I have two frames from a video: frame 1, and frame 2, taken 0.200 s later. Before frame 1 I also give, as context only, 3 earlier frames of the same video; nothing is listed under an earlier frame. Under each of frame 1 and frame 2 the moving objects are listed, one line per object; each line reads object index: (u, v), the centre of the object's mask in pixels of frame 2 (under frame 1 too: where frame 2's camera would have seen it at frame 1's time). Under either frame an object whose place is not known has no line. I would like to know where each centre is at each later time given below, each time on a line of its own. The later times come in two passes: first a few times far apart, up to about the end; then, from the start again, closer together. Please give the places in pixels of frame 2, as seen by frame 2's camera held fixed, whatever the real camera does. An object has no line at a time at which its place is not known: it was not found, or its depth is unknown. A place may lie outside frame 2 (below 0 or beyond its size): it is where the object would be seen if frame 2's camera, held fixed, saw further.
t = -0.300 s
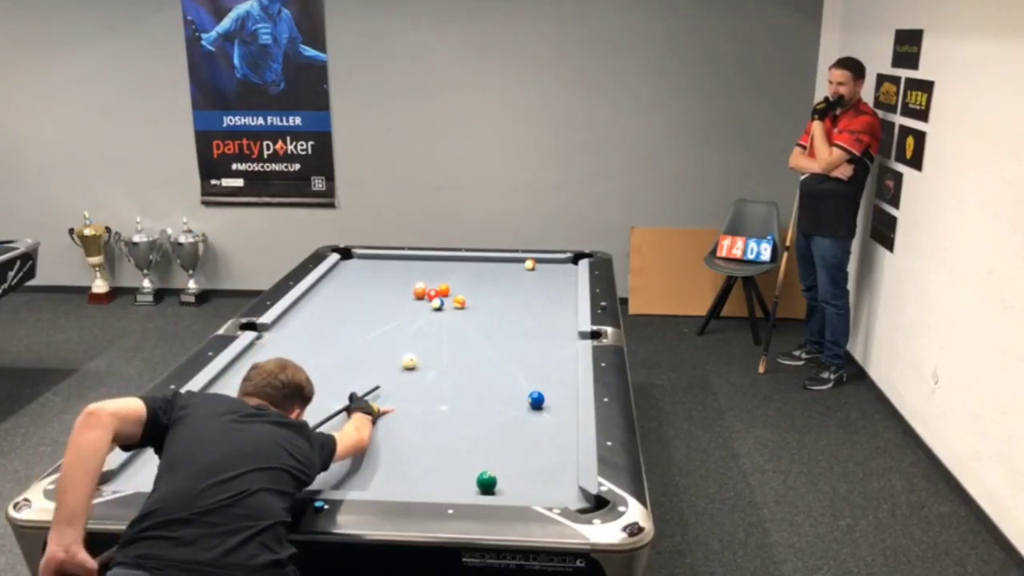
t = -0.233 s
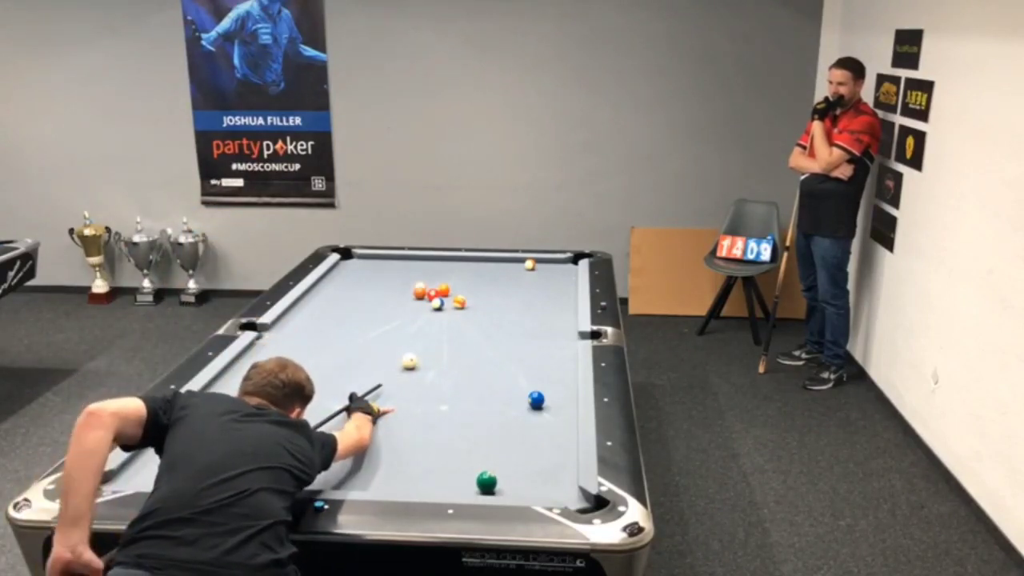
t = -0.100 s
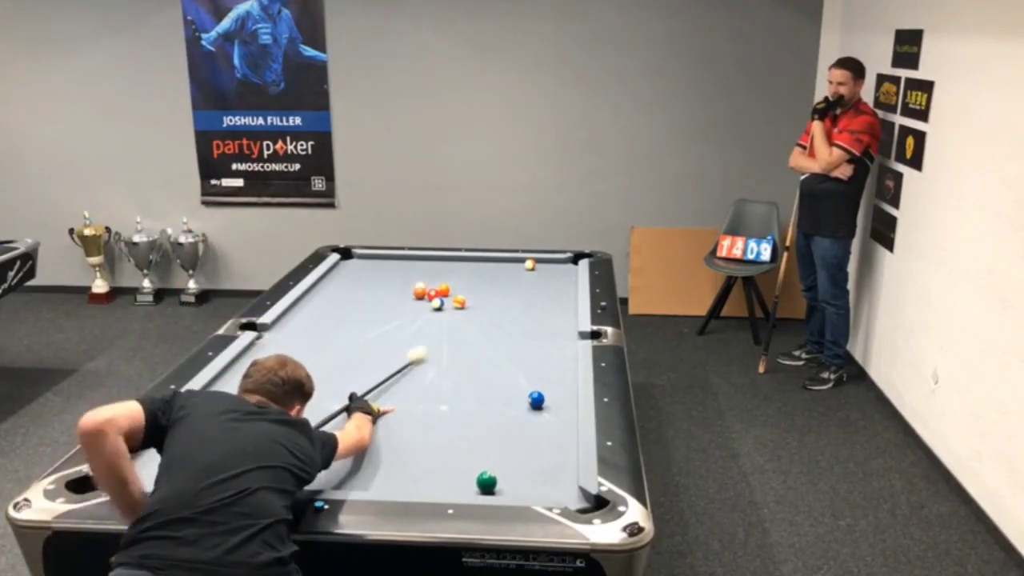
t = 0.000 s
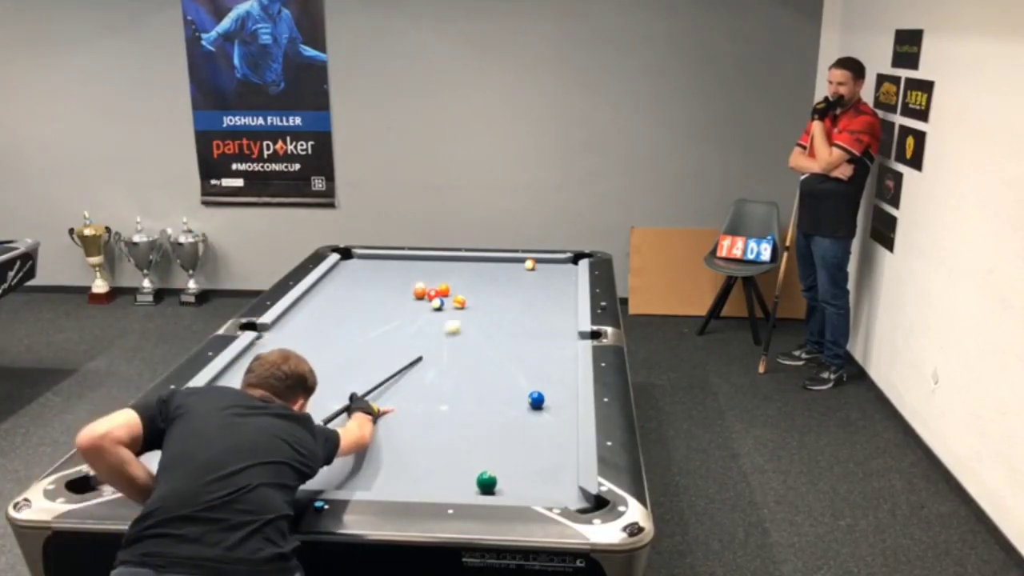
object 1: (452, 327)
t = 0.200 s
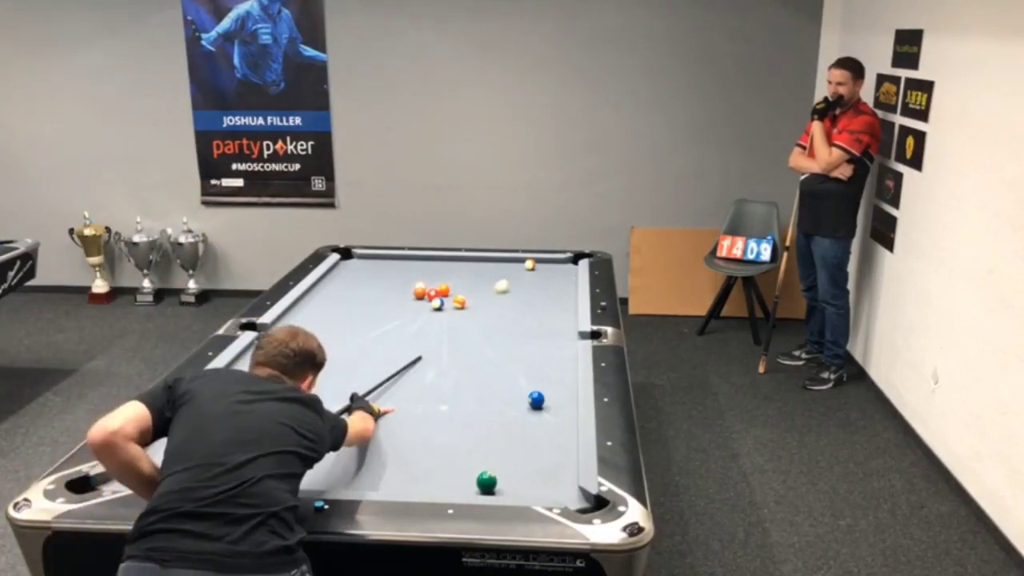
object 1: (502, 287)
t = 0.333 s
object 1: (524, 268)
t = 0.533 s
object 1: (525, 266)
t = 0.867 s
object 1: (525, 266)
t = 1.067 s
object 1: (525, 266)
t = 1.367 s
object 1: (526, 265)
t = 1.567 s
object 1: (526, 265)
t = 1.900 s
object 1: (526, 265)
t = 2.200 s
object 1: (526, 265)
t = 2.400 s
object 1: (526, 265)
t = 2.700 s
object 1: (526, 265)
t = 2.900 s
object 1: (526, 265)
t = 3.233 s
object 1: (526, 265)
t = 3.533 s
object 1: (526, 265)
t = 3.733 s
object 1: (526, 265)
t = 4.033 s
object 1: (526, 265)
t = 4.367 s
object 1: (526, 265)
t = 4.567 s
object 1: (526, 265)
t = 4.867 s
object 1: (526, 265)
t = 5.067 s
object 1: (526, 265)
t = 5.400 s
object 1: (526, 265)
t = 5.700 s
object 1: (526, 265)
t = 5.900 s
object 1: (526, 265)
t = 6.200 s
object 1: (526, 265)
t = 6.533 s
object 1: (526, 265)
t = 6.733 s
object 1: (526, 265)
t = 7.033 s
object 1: (526, 265)
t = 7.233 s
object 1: (526, 265)
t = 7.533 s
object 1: (525, 265)
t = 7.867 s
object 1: (525, 265)
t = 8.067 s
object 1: (525, 265)
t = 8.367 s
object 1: (525, 265)
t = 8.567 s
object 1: (525, 265)
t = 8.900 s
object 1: (526, 265)
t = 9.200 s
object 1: (525, 265)
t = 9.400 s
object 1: (526, 265)
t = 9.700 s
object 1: (526, 265)
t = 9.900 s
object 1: (526, 265)
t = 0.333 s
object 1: (524, 268)
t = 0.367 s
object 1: (525, 267)
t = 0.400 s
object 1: (525, 267)
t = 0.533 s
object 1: (525, 266)
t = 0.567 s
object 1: (525, 266)
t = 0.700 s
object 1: (525, 266)
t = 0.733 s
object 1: (525, 266)
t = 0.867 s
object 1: (525, 266)
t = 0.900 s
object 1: (525, 266)
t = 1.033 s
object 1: (525, 266)
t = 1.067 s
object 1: (525, 266)
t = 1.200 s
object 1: (525, 265)
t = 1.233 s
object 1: (525, 265)
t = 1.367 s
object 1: (526, 265)
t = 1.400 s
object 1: (526, 265)
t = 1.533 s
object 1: (526, 265)
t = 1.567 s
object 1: (526, 265)
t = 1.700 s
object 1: (526, 265)
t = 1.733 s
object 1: (525, 265)
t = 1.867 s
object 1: (526, 265)
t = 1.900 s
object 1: (526, 265)
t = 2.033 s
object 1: (526, 265)
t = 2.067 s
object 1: (526, 265)
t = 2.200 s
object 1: (526, 265)
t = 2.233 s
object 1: (525, 265)
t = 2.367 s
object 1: (526, 265)
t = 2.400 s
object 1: (526, 265)
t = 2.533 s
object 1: (526, 265)
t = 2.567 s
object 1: (526, 265)
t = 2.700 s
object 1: (526, 265)
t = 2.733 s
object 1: (526, 265)
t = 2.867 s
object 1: (526, 265)
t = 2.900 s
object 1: (526, 265)
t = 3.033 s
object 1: (526, 265)
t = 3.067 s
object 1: (526, 265)
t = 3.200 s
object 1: (526, 265)
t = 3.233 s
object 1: (526, 265)
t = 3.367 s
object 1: (526, 265)
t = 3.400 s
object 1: (526, 265)
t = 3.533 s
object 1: (526, 265)
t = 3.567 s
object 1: (526, 265)
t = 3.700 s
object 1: (526, 265)
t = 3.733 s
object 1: (526, 265)
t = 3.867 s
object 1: (526, 265)
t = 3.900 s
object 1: (526, 265)
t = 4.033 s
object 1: (526, 265)
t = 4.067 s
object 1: (526, 265)
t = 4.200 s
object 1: (526, 265)
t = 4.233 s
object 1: (525, 265)
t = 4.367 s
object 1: (526, 265)
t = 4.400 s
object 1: (526, 265)
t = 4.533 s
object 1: (526, 265)
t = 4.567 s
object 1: (526, 265)
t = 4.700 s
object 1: (526, 265)
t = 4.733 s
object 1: (526, 265)
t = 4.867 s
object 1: (526, 265)
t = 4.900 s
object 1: (526, 265)
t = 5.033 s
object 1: (526, 265)
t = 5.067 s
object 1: (526, 265)
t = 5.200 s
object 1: (525, 265)
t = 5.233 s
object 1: (526, 265)
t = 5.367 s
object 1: (526, 265)
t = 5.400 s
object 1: (526, 265)
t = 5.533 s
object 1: (526, 265)
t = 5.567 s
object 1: (526, 265)
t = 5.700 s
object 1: (526, 265)
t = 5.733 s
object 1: (526, 265)
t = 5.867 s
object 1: (526, 265)
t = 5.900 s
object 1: (526, 265)
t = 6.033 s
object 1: (525, 265)
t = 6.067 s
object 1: (526, 265)
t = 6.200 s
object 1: (526, 265)
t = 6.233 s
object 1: (526, 265)
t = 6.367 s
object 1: (526, 265)
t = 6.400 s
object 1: (526, 265)
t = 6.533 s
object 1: (526, 265)
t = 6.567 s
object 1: (526, 265)
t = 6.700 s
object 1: (526, 265)
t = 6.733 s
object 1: (526, 265)
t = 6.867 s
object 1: (526, 265)
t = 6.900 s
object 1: (526, 265)
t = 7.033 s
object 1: (526, 265)
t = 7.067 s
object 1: (526, 265)
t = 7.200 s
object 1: (526, 265)
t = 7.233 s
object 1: (526, 265)
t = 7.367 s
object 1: (526, 265)
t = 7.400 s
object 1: (525, 265)
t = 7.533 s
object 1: (525, 265)
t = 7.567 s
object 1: (525, 265)
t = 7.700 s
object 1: (526, 265)
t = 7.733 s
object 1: (526, 265)
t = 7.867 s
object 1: (525, 265)
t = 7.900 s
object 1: (525, 265)
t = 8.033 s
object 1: (525, 265)
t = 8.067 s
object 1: (525, 265)
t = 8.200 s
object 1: (525, 265)
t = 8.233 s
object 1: (525, 265)
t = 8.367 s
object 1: (525, 265)
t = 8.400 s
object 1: (525, 265)
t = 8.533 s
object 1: (525, 265)
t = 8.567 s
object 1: (525, 265)
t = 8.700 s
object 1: (525, 265)
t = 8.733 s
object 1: (526, 265)
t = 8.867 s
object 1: (525, 265)
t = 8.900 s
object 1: (526, 265)
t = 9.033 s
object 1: (525, 265)
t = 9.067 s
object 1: (526, 265)
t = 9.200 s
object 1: (525, 265)
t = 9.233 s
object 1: (526, 265)
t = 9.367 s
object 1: (526, 265)
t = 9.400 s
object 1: (526, 265)
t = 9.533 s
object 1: (526, 265)
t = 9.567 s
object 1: (525, 265)
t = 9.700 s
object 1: (526, 265)
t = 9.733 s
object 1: (525, 265)
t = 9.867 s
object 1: (525, 265)
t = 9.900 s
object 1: (526, 265)
